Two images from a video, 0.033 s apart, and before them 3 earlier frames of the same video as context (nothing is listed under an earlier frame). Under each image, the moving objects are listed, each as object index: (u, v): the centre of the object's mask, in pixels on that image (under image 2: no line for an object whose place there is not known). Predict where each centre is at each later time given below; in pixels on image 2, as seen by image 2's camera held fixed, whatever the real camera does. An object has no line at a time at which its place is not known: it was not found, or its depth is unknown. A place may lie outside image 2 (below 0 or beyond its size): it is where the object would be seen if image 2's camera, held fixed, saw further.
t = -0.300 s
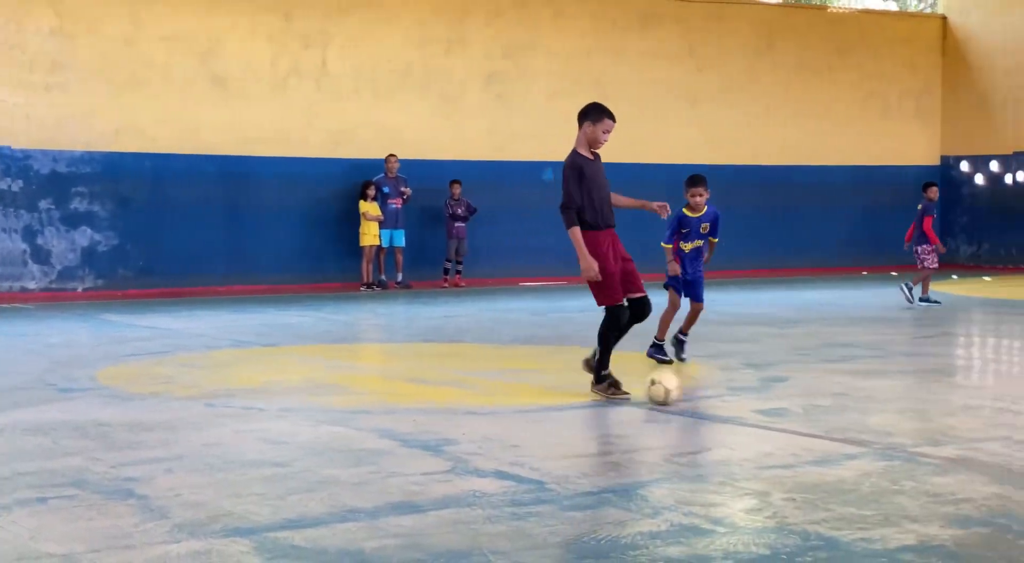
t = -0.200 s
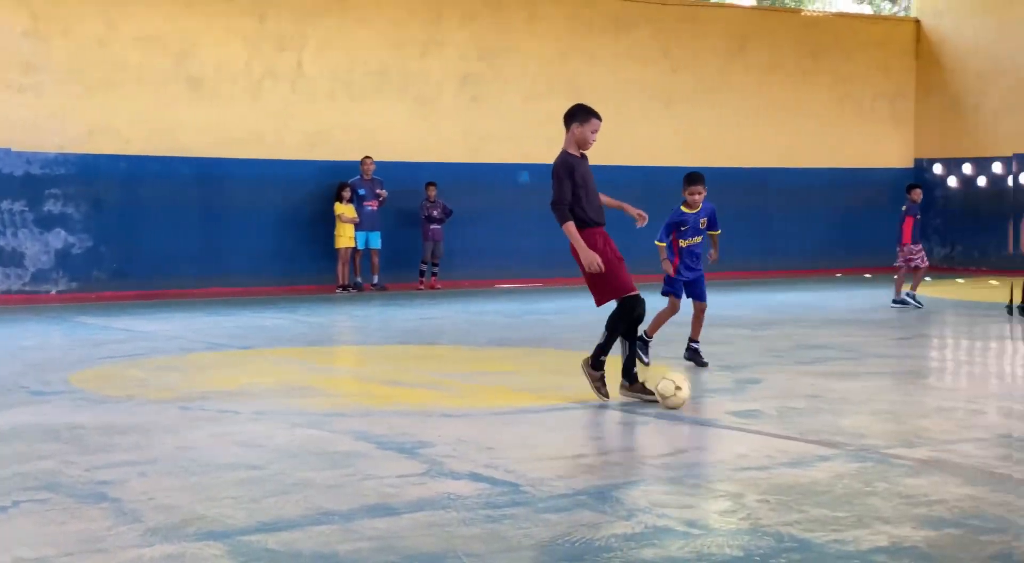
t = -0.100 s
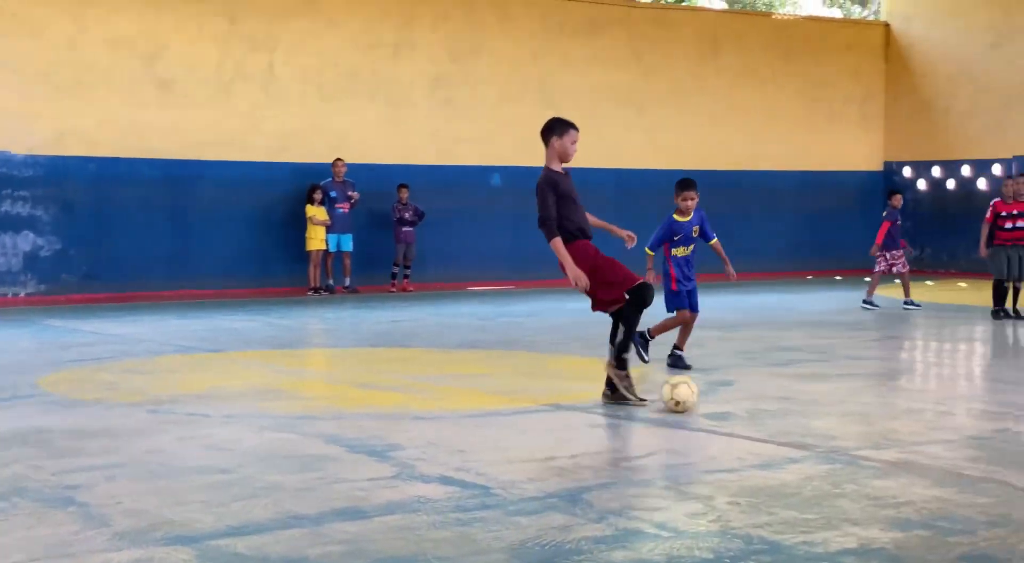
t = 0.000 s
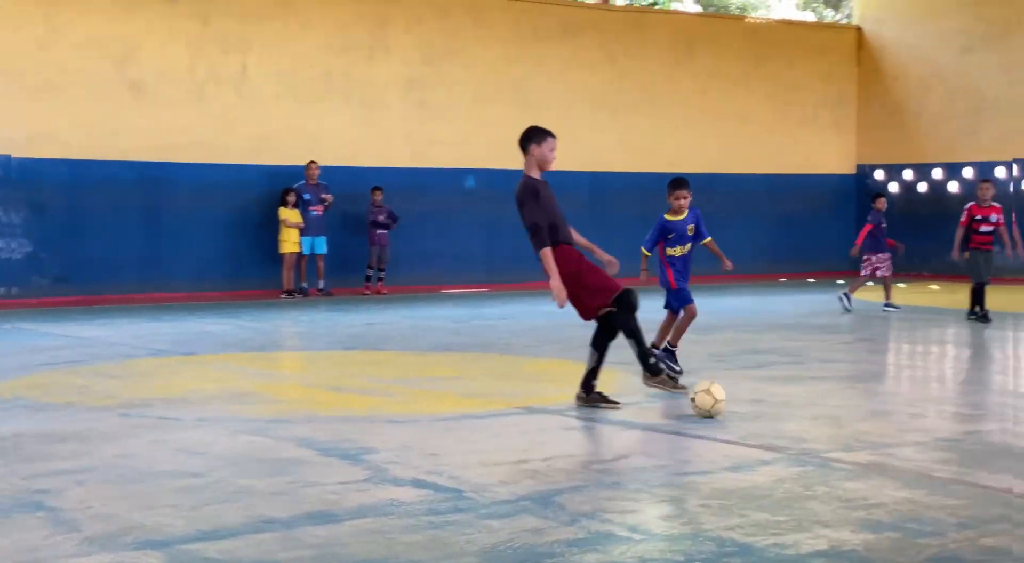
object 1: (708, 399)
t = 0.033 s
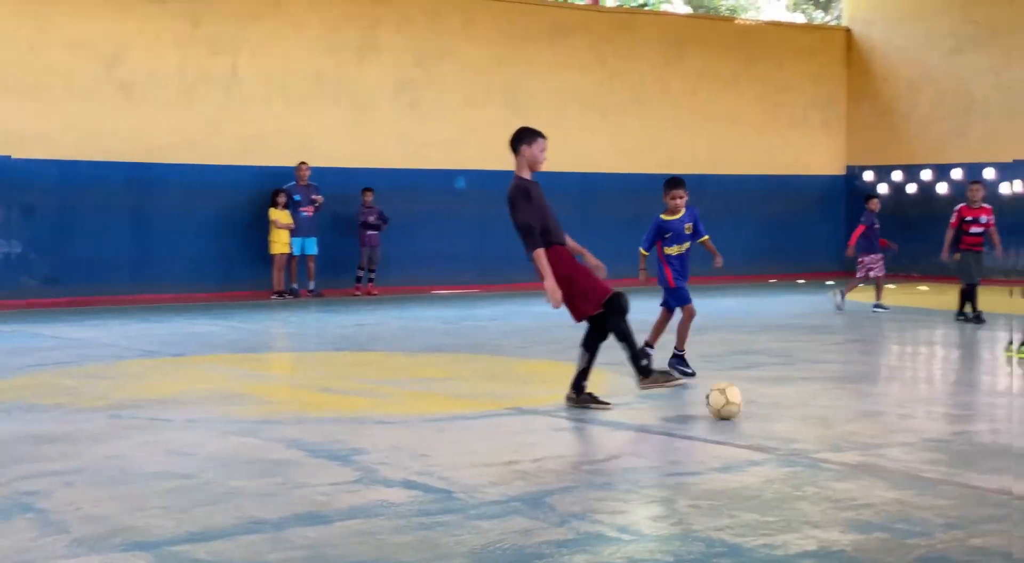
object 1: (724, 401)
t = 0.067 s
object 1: (751, 402)
